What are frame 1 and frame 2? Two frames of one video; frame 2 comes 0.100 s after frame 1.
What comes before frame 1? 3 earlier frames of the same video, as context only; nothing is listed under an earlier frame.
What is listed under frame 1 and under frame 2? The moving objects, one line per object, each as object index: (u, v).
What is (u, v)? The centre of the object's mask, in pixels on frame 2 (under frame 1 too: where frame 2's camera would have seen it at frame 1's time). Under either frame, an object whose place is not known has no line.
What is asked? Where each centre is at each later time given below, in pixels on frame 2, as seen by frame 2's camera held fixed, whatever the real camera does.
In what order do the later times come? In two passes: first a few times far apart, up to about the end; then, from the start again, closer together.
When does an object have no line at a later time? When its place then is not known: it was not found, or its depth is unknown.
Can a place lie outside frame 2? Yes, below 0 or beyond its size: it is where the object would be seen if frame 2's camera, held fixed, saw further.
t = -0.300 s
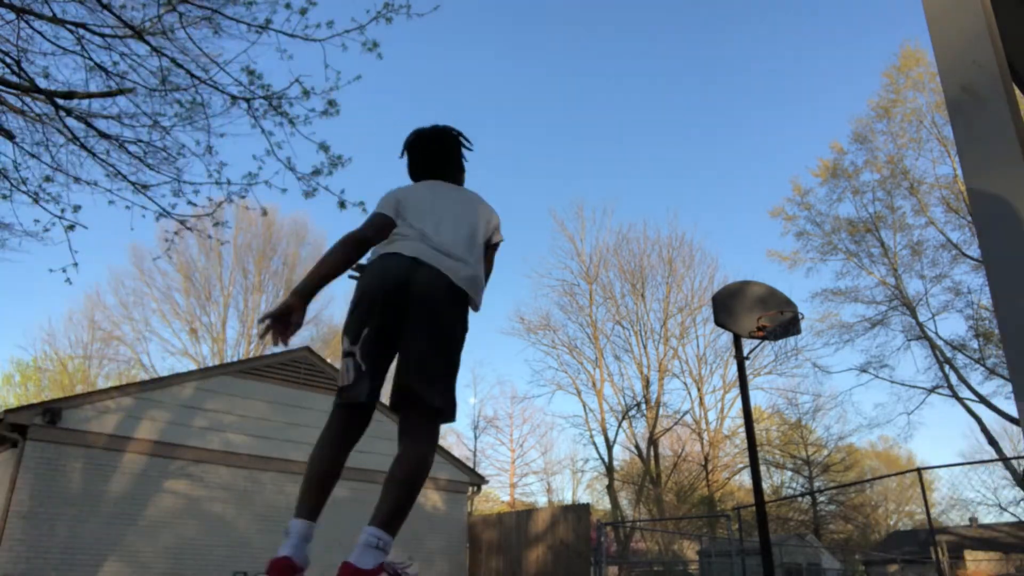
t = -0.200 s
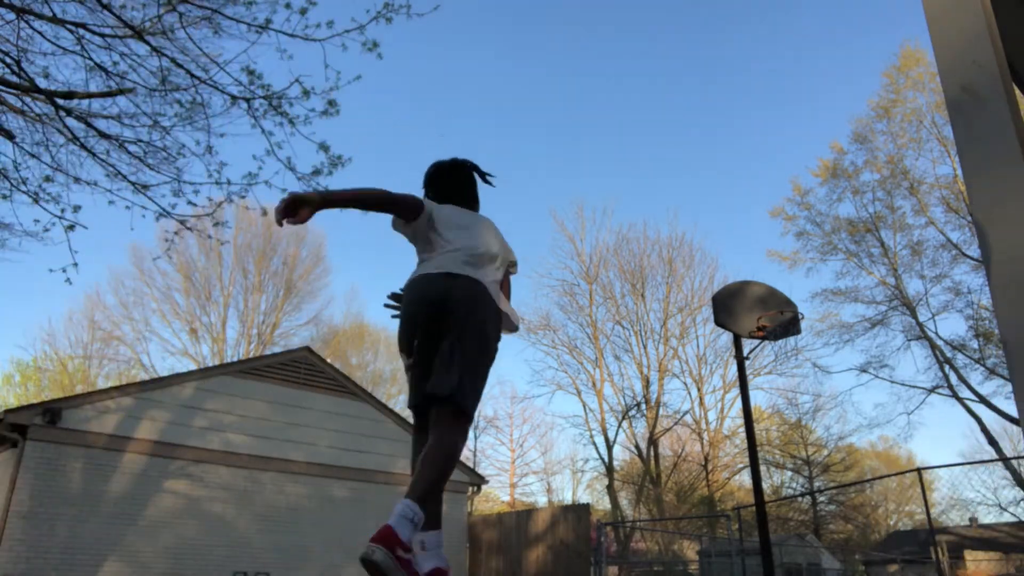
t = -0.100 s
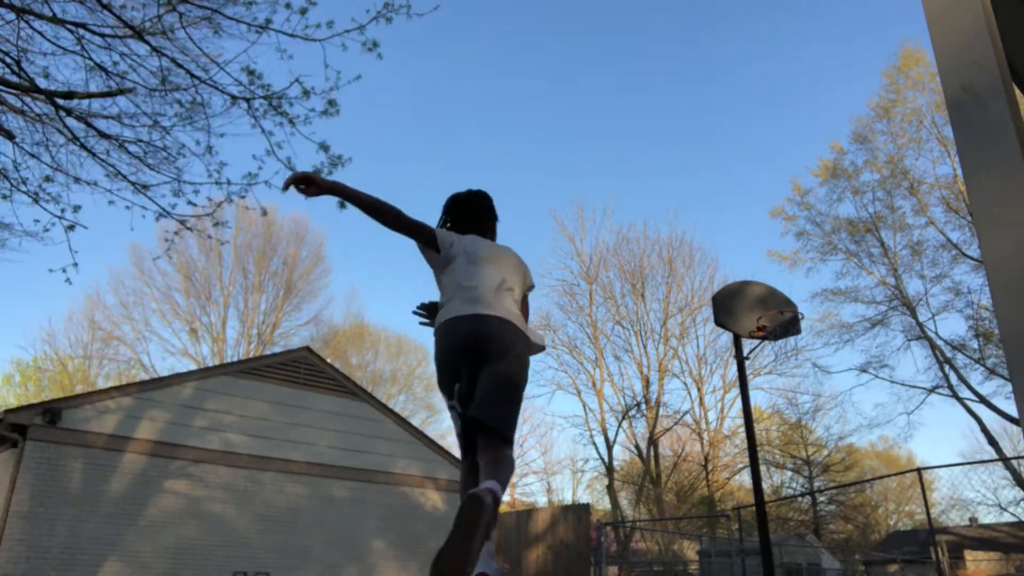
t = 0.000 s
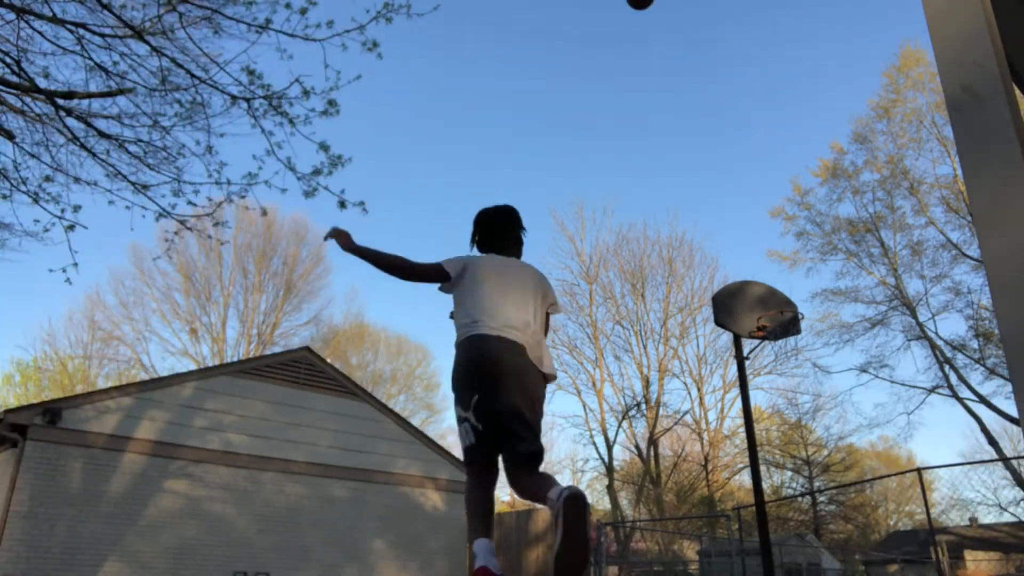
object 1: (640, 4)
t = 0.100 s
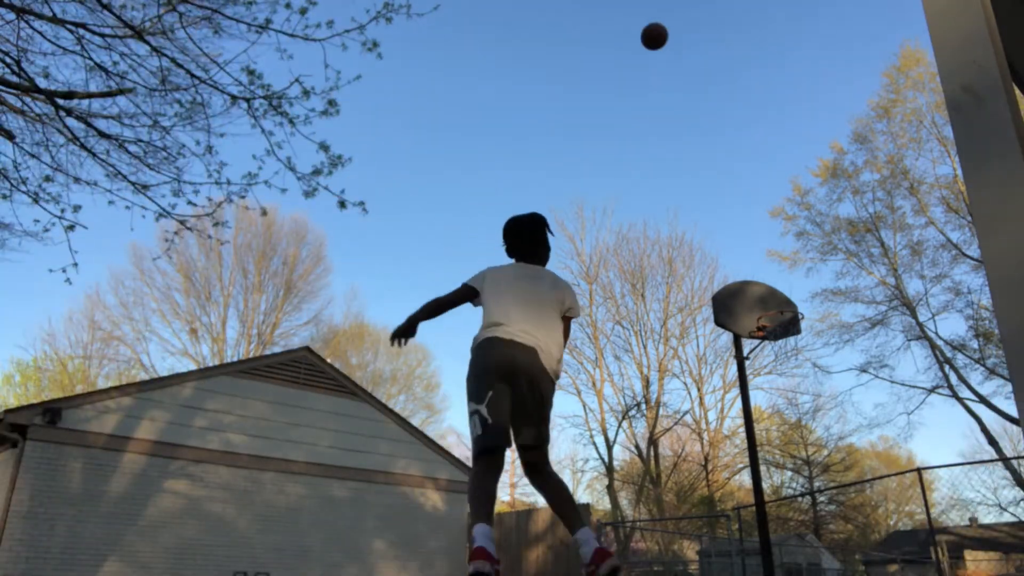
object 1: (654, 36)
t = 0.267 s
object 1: (674, 111)
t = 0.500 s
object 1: (699, 231)
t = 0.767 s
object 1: (726, 392)
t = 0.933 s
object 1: (743, 510)
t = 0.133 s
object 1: (658, 51)
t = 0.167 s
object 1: (662, 65)
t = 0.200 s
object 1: (666, 80)
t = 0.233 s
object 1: (670, 96)
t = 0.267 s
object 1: (674, 111)
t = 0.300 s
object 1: (678, 127)
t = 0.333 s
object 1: (681, 144)
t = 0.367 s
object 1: (685, 161)
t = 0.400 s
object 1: (688, 178)
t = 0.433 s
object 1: (692, 195)
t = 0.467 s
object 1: (695, 213)
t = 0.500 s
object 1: (699, 231)
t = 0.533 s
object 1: (702, 250)
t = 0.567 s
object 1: (706, 269)
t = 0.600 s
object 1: (709, 288)
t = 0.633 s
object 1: (710, 309)
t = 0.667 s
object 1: (715, 329)
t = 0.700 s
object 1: (719, 349)
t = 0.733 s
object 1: (722, 371)
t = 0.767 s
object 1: (726, 392)
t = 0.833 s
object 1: (733, 438)
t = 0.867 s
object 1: (736, 461)
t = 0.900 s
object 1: (740, 485)
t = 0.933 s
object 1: (743, 510)
